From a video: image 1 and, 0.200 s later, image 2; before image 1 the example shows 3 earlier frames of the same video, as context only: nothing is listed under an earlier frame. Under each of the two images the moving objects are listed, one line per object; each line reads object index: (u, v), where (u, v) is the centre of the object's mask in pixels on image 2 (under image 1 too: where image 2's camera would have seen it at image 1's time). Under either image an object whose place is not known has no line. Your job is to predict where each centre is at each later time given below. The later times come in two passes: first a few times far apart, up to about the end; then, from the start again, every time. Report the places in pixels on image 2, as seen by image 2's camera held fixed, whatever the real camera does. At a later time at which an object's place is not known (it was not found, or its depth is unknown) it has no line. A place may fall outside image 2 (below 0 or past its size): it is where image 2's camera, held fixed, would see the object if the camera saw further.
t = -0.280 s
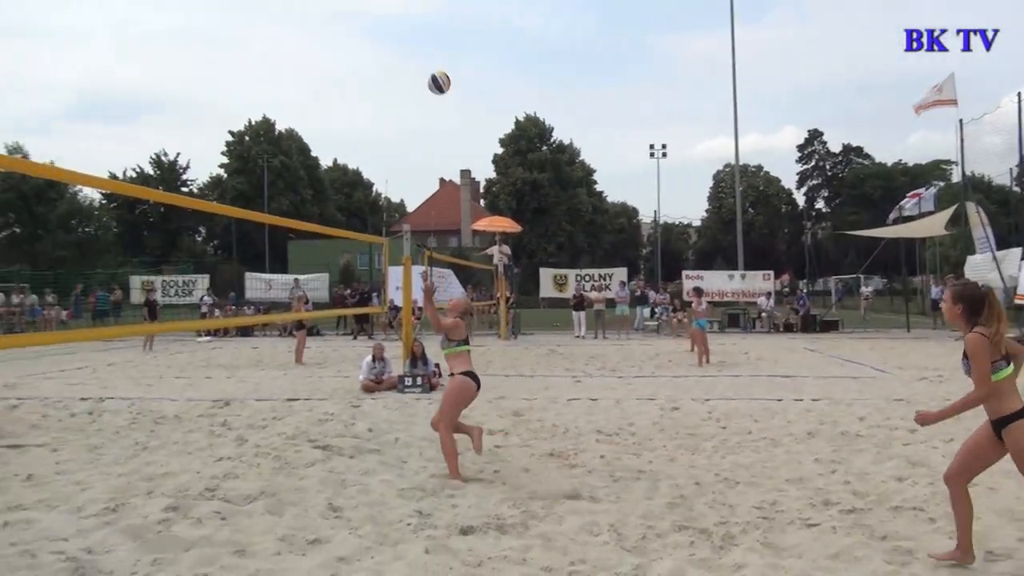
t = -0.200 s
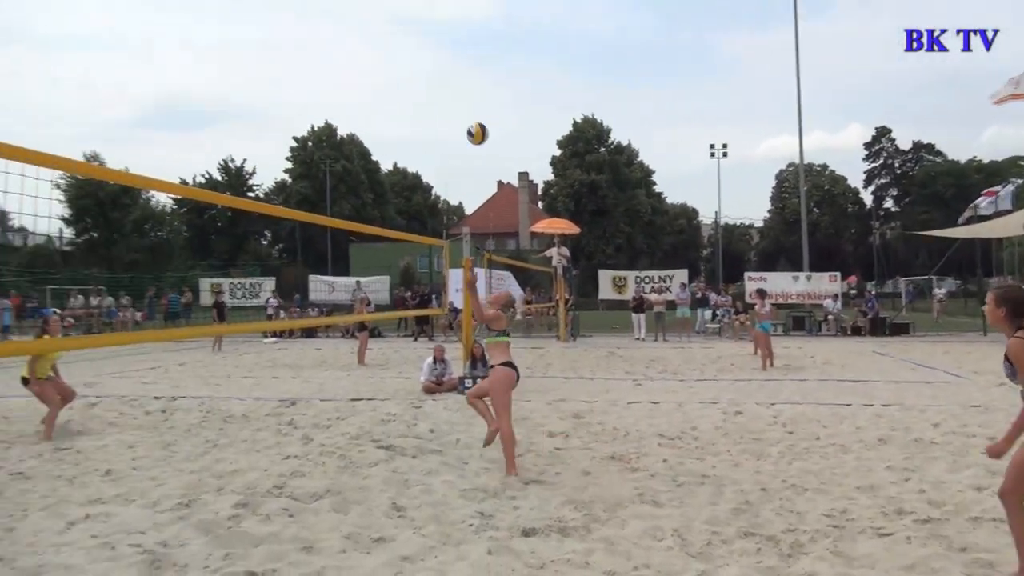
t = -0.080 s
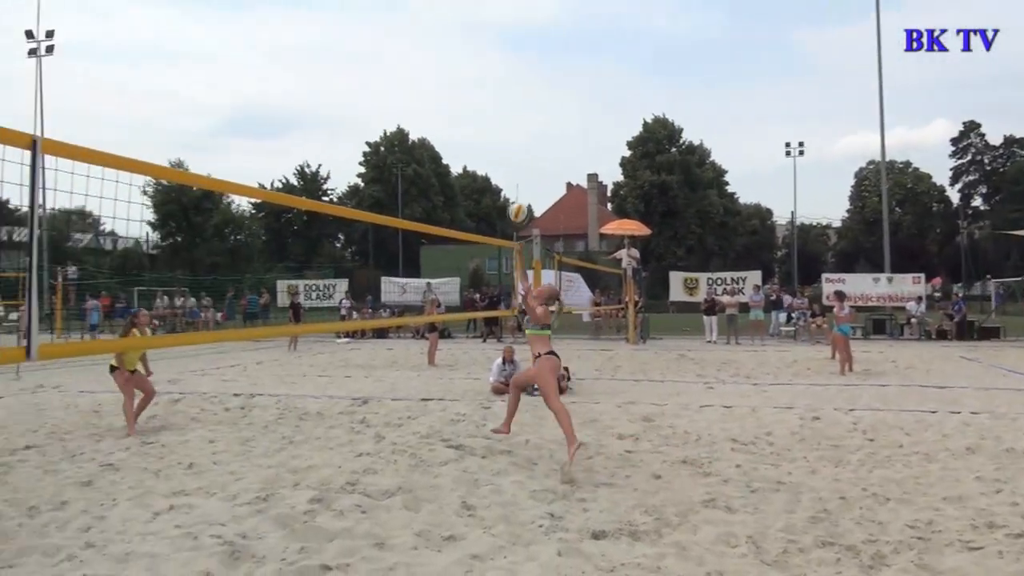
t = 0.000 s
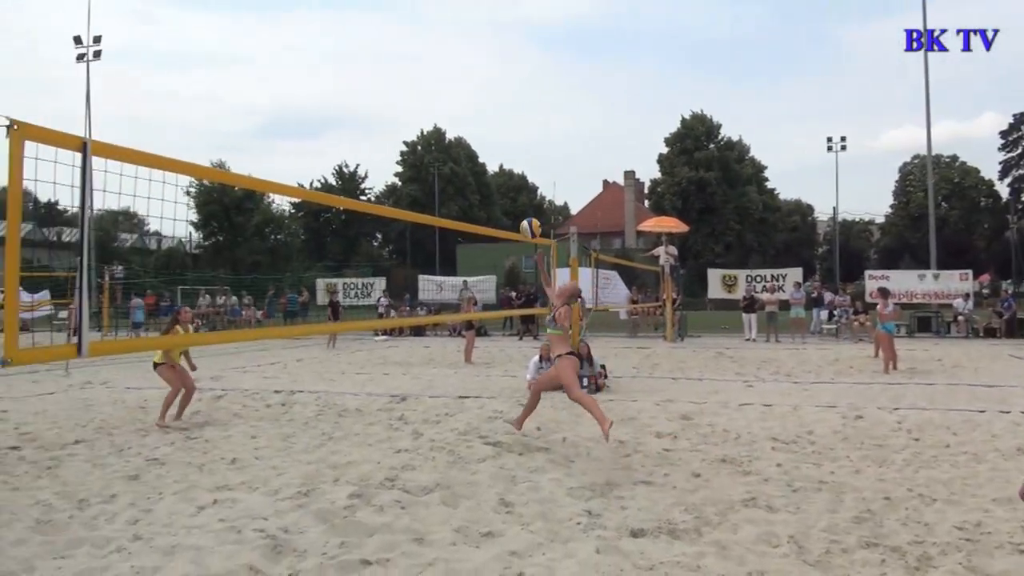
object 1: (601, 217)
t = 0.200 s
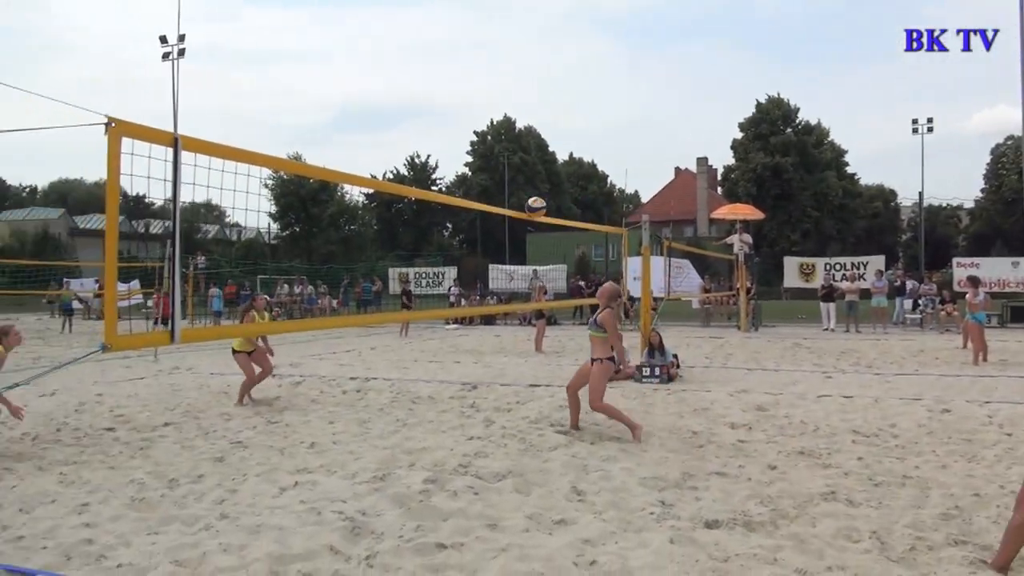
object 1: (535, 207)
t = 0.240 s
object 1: (532, 202)
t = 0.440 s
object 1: (518, 198)
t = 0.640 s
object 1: (503, 232)
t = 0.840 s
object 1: (489, 301)
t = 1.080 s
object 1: (461, 436)
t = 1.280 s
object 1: (394, 442)
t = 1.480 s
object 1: (331, 450)
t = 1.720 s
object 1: (266, 454)
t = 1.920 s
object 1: (222, 457)
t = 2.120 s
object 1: (187, 460)
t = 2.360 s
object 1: (156, 458)
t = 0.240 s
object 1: (532, 202)
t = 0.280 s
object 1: (529, 199)
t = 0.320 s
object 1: (526, 197)
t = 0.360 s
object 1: (523, 196)
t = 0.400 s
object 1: (521, 196)
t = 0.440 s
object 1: (518, 198)
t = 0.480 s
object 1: (515, 200)
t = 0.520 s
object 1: (512, 203)
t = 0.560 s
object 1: (508, 220)
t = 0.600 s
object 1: (506, 223)
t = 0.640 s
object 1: (503, 232)
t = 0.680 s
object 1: (500, 244)
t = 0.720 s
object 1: (496, 256)
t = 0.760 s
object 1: (493, 271)
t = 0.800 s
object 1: (490, 289)
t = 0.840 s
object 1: (489, 301)
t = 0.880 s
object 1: (484, 325)
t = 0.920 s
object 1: (480, 347)
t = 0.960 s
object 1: (477, 370)
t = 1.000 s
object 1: (473, 395)
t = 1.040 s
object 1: (470, 423)
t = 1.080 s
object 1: (461, 436)
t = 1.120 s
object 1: (448, 436)
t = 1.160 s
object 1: (434, 437)
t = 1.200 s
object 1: (419, 439)
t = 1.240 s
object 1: (406, 442)
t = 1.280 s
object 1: (394, 442)
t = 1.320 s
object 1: (381, 443)
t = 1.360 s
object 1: (368, 446)
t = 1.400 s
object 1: (355, 448)
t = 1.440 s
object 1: (342, 452)
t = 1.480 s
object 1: (331, 450)
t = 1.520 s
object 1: (320, 448)
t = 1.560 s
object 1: (309, 447)
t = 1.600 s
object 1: (300, 447)
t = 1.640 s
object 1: (288, 449)
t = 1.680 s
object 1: (277, 453)
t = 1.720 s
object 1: (266, 454)
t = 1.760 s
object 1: (256, 454)
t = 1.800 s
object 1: (246, 457)
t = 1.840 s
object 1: (238, 460)
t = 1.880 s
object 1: (230, 458)
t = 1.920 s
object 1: (222, 457)
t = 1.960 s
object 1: (215, 457)
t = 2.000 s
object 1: (208, 457)
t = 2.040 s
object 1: (201, 457)
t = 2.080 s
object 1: (194, 459)
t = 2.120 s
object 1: (187, 460)
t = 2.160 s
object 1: (181, 459)
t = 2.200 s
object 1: (175, 459)
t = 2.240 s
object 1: (169, 460)
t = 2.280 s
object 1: (165, 459)
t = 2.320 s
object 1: (160, 458)
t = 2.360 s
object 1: (156, 458)
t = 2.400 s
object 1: (151, 457)
